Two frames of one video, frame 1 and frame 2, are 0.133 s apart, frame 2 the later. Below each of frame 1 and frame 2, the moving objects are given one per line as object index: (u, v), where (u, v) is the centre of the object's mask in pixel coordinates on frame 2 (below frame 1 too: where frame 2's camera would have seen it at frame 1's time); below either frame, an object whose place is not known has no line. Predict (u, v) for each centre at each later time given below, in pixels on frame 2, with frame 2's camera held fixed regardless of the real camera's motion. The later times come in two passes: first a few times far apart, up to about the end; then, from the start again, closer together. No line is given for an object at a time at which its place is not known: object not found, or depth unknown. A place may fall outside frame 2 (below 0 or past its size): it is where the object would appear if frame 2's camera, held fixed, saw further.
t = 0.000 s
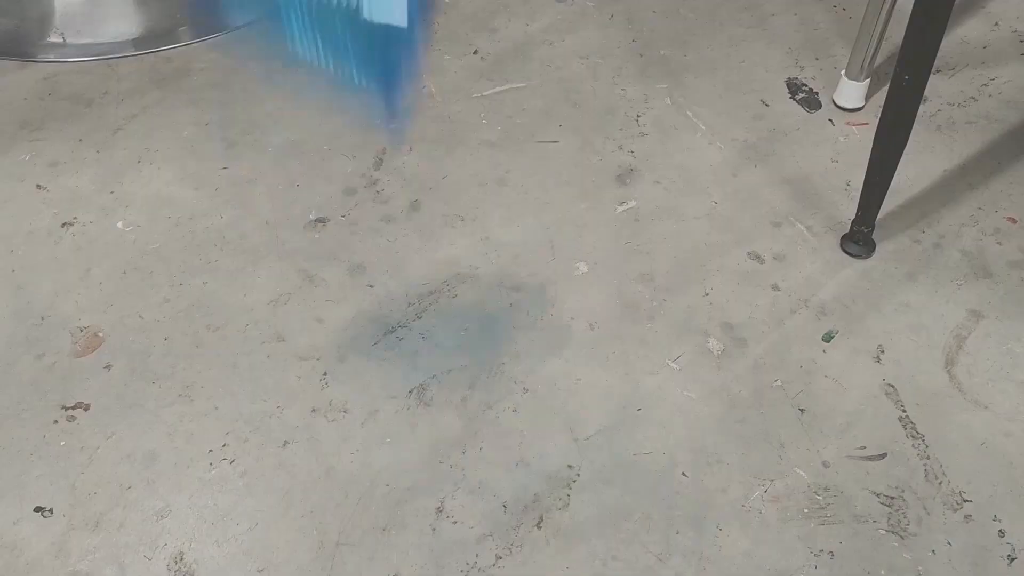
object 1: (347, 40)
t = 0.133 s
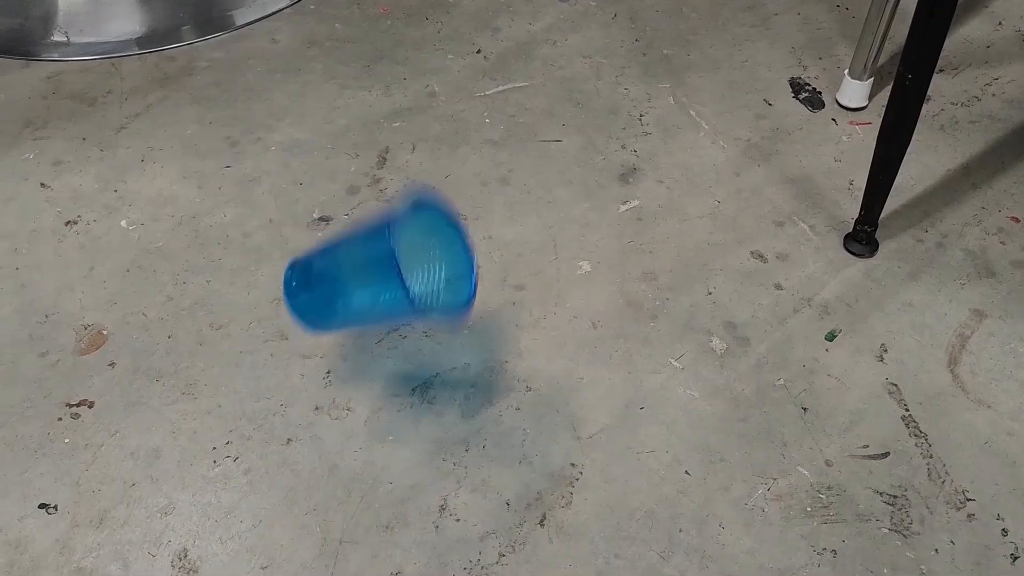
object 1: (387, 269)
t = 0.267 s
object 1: (383, 167)
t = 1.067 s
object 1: (658, 377)
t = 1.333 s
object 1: (711, 379)
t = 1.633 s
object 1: (739, 349)
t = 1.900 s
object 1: (765, 327)
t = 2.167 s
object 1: (787, 312)
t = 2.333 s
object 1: (797, 306)
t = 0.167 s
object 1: (387, 228)
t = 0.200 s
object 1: (385, 195)
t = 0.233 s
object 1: (382, 174)
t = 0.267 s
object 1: (383, 167)
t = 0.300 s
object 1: (387, 173)
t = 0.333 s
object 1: (396, 192)
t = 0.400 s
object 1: (425, 257)
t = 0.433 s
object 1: (433, 295)
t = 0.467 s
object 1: (443, 344)
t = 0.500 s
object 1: (447, 321)
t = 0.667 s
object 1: (491, 309)
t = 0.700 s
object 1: (502, 332)
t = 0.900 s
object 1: (598, 358)
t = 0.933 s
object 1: (614, 366)
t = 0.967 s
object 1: (623, 371)
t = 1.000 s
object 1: (635, 377)
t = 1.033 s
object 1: (650, 381)
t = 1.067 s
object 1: (658, 377)
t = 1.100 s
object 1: (665, 382)
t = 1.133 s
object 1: (676, 387)
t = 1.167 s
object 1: (682, 383)
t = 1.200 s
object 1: (691, 384)
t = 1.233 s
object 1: (698, 386)
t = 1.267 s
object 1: (703, 383)
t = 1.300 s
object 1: (707, 383)
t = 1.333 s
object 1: (711, 379)
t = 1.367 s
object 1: (714, 377)
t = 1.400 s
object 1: (717, 374)
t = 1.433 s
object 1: (721, 370)
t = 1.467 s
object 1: (724, 367)
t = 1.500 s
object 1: (726, 364)
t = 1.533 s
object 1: (729, 360)
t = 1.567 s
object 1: (732, 356)
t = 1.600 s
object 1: (735, 353)
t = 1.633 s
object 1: (739, 349)
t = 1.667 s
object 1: (742, 347)
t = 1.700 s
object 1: (745, 343)
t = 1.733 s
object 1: (749, 340)
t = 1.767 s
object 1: (752, 338)
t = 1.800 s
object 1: (755, 335)
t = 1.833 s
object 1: (759, 331)
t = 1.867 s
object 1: (762, 330)
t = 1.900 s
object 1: (765, 327)
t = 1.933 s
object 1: (768, 326)
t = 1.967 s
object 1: (771, 323)
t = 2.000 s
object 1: (774, 320)
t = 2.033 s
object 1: (777, 319)
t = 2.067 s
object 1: (779, 318)
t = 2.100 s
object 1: (782, 315)
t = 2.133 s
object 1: (784, 314)
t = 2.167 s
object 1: (787, 312)
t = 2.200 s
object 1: (789, 311)
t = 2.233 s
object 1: (790, 311)
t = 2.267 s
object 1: (793, 309)
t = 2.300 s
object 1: (795, 307)
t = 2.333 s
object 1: (797, 306)
